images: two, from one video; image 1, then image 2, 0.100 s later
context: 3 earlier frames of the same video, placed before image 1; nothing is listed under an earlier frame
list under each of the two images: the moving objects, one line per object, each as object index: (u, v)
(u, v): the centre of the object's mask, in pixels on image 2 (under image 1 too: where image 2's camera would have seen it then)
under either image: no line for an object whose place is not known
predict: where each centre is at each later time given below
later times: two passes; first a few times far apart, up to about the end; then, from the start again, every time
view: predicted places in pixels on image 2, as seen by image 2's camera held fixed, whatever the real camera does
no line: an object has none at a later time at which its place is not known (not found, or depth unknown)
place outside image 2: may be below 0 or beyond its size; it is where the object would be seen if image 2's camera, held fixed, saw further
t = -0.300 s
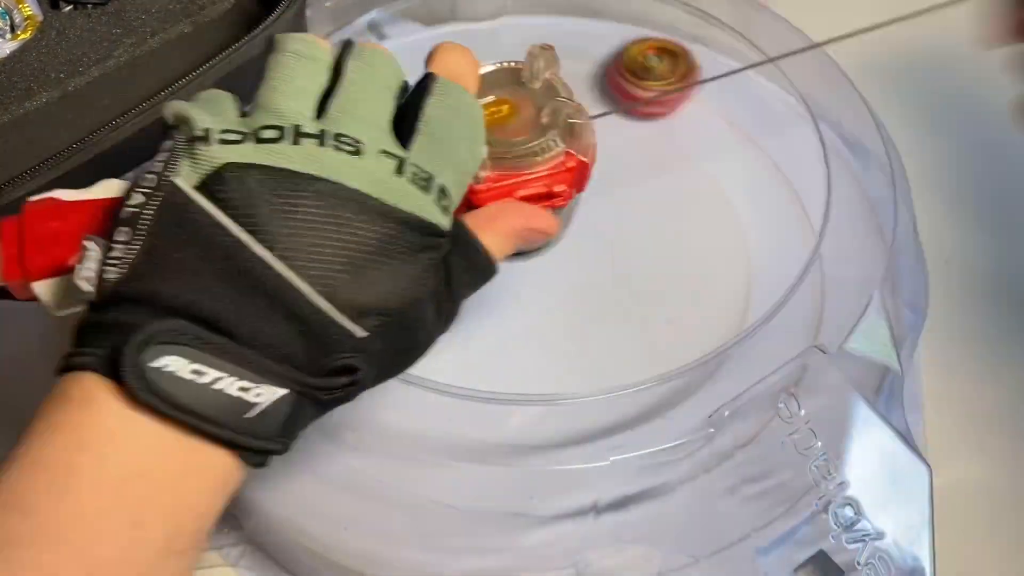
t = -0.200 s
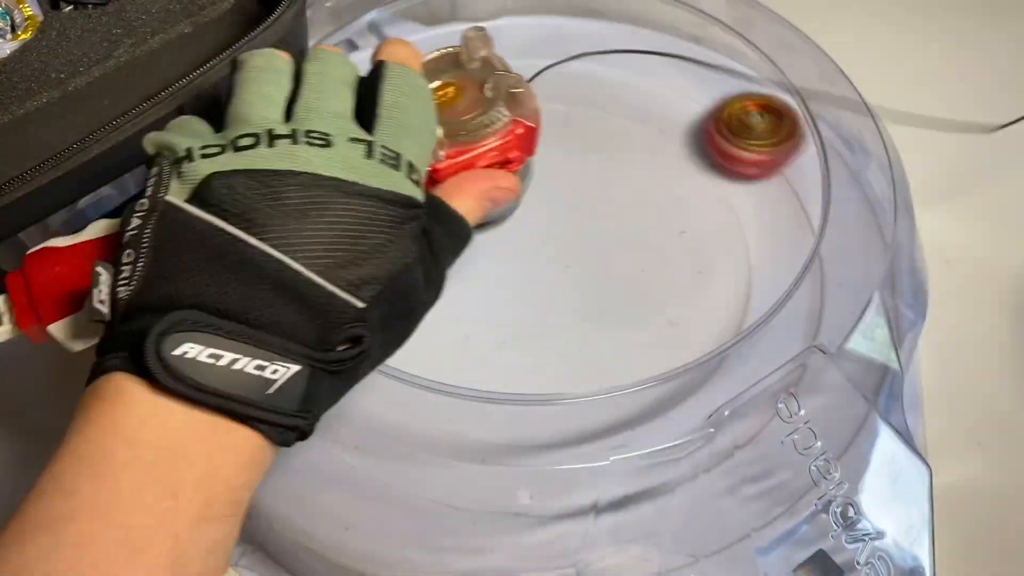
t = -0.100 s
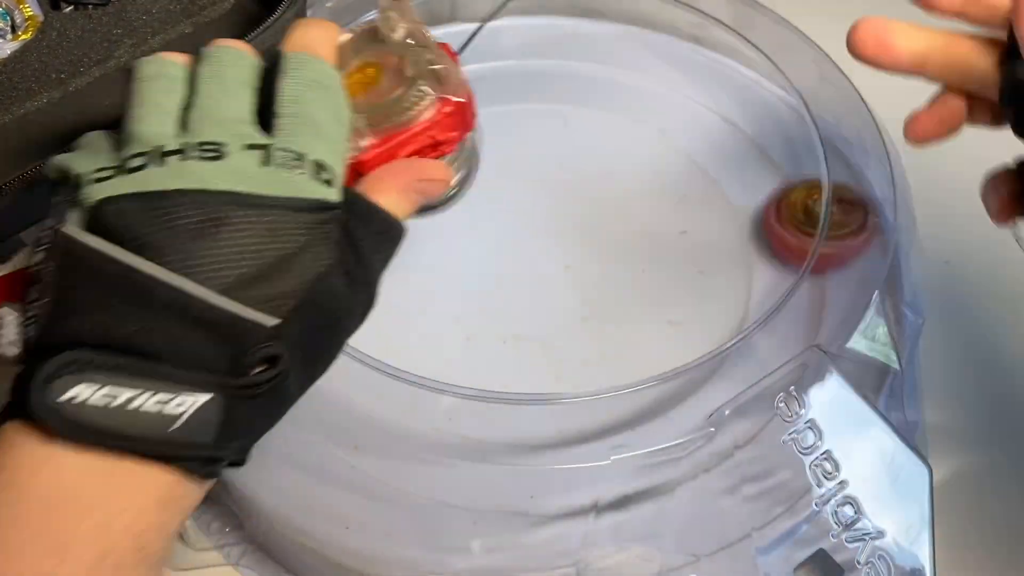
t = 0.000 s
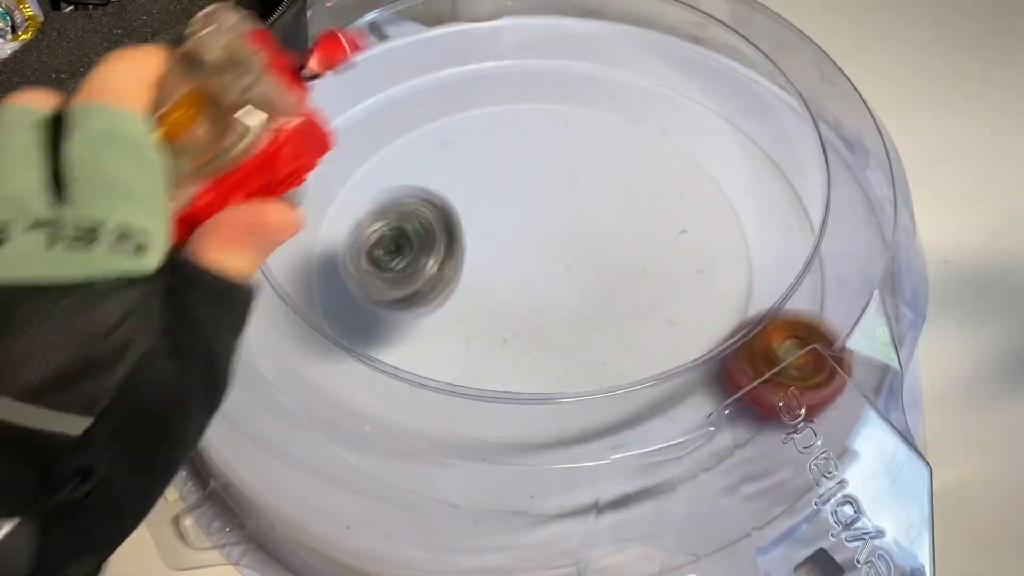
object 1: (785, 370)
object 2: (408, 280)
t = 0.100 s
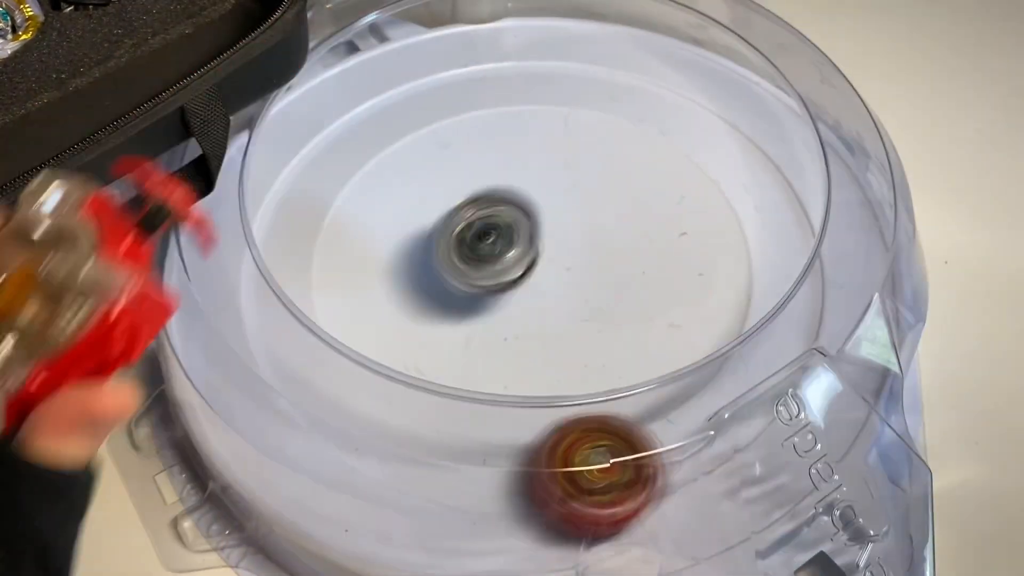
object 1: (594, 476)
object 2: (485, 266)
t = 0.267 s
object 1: (256, 313)
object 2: (642, 168)
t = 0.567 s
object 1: (656, 62)
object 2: (647, 200)
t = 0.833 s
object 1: (658, 459)
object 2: (445, 295)
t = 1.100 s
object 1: (271, 173)
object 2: (492, 343)
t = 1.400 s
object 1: (753, 123)
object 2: (556, 254)
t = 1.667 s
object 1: (502, 479)
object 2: (484, 231)
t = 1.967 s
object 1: (393, 70)
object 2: (468, 277)
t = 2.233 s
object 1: (809, 200)
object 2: (531, 254)
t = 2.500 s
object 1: (379, 442)
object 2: (501, 229)
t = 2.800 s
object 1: (465, 47)
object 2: (542, 273)
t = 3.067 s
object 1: (822, 251)
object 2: (558, 251)
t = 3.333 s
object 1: (330, 413)
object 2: (518, 261)
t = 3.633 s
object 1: (485, 44)
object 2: (528, 294)
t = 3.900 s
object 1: (821, 260)
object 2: (517, 269)
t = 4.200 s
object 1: (296, 384)
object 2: (520, 259)
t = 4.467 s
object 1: (437, 53)
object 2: (516, 281)
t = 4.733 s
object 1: (802, 190)
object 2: (512, 241)
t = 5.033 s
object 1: (422, 461)
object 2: (546, 278)
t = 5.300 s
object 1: (319, 114)
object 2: (505, 266)
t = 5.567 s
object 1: (702, 83)
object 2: (556, 270)
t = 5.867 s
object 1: (681, 450)
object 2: (489, 274)
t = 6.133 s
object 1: (246, 268)
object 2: (555, 253)
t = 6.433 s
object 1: (556, 40)
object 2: (490, 272)
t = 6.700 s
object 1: (822, 245)
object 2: (546, 248)
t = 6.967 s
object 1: (449, 470)
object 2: (520, 291)
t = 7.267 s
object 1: (313, 121)
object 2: (538, 243)
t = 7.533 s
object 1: (662, 62)
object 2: (523, 295)
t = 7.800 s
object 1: (800, 334)
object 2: (522, 247)
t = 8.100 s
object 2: (531, 293)
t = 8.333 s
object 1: (317, 115)
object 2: (500, 253)
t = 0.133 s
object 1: (506, 479)
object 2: (525, 225)
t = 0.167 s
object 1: (422, 460)
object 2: (559, 191)
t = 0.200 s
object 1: (344, 425)
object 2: (593, 182)
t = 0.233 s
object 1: (286, 376)
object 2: (622, 179)
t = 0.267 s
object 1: (256, 313)
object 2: (642, 168)
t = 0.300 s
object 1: (250, 251)
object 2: (664, 142)
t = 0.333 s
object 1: (262, 193)
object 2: (675, 134)
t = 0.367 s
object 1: (297, 142)
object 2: (689, 136)
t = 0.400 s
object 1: (339, 99)
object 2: (694, 153)
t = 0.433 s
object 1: (397, 67)
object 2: (697, 148)
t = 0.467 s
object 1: (460, 47)
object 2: (690, 156)
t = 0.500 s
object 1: (530, 40)
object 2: (682, 173)
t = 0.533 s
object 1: (593, 46)
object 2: (666, 192)
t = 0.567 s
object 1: (656, 62)
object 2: (647, 200)
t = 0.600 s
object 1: (711, 90)
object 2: (625, 209)
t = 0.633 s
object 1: (758, 127)
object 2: (597, 225)
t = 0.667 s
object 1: (795, 177)
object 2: (564, 234)
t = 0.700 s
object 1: (816, 237)
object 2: (537, 244)
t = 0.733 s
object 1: (814, 300)
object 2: (509, 258)
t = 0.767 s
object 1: (780, 357)
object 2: (485, 271)
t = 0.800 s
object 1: (727, 418)
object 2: (463, 278)
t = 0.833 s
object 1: (658, 459)
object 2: (445, 295)
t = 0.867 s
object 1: (567, 477)
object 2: (431, 304)
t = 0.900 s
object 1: (476, 474)
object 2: (428, 308)
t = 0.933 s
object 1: (392, 448)
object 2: (427, 317)
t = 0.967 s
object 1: (322, 407)
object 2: (430, 325)
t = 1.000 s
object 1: (272, 350)
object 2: (439, 331)
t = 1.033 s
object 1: (251, 288)
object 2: (453, 334)
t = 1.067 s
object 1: (248, 226)
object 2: (474, 333)
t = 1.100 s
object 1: (271, 173)
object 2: (492, 343)
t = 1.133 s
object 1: (306, 128)
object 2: (510, 332)
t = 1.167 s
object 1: (350, 90)
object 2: (530, 325)
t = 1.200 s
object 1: (407, 64)
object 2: (546, 313)
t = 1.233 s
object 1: (465, 47)
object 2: (564, 304)
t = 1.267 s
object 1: (529, 41)
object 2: (565, 297)
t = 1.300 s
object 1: (591, 47)
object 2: (573, 278)
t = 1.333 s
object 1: (652, 61)
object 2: (566, 272)
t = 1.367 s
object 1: (708, 88)
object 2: (562, 254)
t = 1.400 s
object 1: (753, 123)
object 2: (556, 254)
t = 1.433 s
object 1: (783, 171)
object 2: (549, 236)
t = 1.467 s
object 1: (815, 223)
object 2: (543, 232)
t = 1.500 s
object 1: (819, 284)
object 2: (534, 230)
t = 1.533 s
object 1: (794, 342)
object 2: (529, 223)
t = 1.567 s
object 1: (741, 402)
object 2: (519, 226)
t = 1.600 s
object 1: (684, 448)
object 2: (506, 223)
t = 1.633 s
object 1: (595, 477)
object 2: (496, 225)
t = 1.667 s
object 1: (502, 479)
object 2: (484, 231)
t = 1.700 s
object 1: (414, 459)
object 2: (475, 232)
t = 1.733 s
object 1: (339, 420)
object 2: (474, 238)
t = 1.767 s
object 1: (281, 367)
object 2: (461, 242)
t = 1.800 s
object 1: (255, 306)
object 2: (456, 245)
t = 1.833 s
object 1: (247, 243)
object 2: (459, 252)
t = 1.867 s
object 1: (264, 187)
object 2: (458, 260)
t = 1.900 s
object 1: (299, 140)
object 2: (464, 268)
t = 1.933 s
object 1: (339, 98)
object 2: (468, 278)
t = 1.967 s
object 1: (393, 70)
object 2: (468, 277)
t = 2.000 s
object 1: (450, 50)
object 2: (479, 278)
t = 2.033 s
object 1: (512, 43)
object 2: (490, 284)
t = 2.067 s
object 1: (572, 43)
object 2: (493, 281)
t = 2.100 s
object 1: (635, 57)
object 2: (502, 278)
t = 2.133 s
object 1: (691, 78)
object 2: (509, 280)
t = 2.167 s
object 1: (740, 109)
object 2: (512, 273)
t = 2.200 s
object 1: (779, 151)
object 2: (522, 263)
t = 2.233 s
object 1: (809, 200)
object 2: (531, 254)
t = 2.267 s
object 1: (820, 257)
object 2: (532, 242)
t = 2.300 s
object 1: (808, 314)
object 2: (531, 231)
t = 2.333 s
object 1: (770, 376)
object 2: (532, 221)
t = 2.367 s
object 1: (713, 428)
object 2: (525, 222)
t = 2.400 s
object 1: (642, 465)
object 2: (515, 219)
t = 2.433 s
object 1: (552, 480)
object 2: (510, 219)
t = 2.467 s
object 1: (460, 471)
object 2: (505, 228)
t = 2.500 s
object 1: (379, 442)
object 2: (501, 229)
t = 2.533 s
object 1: (312, 399)
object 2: (497, 240)
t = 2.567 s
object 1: (269, 342)
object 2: (499, 248)
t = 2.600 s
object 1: (250, 283)
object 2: (498, 254)
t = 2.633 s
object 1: (253, 223)
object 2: (497, 262)
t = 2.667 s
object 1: (274, 171)
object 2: (501, 262)
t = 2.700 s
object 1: (310, 127)
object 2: (510, 269)
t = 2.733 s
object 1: (353, 89)
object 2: (516, 270)
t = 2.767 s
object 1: (407, 65)
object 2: (527, 277)
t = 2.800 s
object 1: (465, 47)
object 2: (542, 273)
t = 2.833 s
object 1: (525, 41)
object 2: (558, 273)
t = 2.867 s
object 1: (584, 46)
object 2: (568, 270)
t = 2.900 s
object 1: (643, 56)
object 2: (571, 268)
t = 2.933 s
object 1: (695, 78)
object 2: (573, 262)
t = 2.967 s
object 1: (742, 110)
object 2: (573, 255)
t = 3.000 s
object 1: (775, 150)
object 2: (571, 256)
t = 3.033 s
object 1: (807, 196)
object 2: (565, 257)
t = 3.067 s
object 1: (822, 251)
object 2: (558, 251)
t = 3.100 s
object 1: (812, 307)
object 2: (552, 254)
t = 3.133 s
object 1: (780, 361)
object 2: (544, 254)
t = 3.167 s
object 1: (722, 419)
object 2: (535, 257)
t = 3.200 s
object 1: (660, 459)
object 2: (529, 257)
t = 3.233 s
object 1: (573, 476)
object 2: (525, 258)
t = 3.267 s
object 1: (484, 475)
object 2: (520, 257)
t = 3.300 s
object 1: (399, 450)
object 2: (520, 262)
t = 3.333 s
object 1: (330, 413)
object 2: (518, 261)
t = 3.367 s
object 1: (282, 361)
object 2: (526, 261)
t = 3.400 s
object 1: (255, 304)
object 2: (532, 263)
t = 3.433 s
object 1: (251, 248)
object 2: (533, 264)
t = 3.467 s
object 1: (265, 193)
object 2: (530, 277)
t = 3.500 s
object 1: (295, 148)
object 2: (527, 283)
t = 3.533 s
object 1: (327, 107)
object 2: (527, 288)
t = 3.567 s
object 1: (377, 77)
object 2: (529, 290)
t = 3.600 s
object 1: (429, 54)
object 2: (530, 291)
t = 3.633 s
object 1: (485, 44)
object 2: (528, 294)
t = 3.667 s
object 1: (544, 41)
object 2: (525, 288)
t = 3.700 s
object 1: (601, 47)
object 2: (525, 288)
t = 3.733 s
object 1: (658, 62)
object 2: (524, 285)
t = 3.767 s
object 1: (709, 85)
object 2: (528, 281)
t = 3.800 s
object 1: (751, 119)
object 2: (525, 274)
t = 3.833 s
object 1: (780, 159)
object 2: (525, 278)
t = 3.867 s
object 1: (808, 206)
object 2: (521, 273)
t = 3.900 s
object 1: (821, 260)
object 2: (517, 269)
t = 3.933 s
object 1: (807, 314)
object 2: (517, 265)
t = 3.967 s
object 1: (773, 364)
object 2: (517, 261)
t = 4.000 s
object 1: (723, 418)
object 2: (519, 247)
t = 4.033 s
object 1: (664, 458)
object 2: (518, 258)
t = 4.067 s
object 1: (584, 474)
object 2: (518, 259)
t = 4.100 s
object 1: (499, 477)
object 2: (515, 257)
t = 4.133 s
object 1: (422, 459)
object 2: (515, 256)
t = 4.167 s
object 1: (351, 426)
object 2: (516, 258)
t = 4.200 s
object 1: (296, 384)
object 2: (520, 259)
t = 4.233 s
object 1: (265, 332)
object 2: (524, 261)
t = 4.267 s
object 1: (247, 275)
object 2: (524, 265)
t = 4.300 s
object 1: (252, 223)
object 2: (525, 271)
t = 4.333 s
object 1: (271, 175)
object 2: (524, 274)
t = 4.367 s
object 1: (303, 134)
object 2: (525, 271)
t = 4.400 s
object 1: (339, 98)
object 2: (522, 272)
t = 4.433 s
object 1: (385, 71)
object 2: (520, 275)
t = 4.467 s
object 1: (437, 53)
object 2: (516, 281)
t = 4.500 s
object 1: (491, 43)
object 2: (513, 280)
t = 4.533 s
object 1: (547, 41)
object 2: (508, 279)
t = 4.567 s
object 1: (601, 47)
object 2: (502, 275)
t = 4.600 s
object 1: (651, 61)
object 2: (498, 271)
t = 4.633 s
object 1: (701, 83)
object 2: (496, 265)
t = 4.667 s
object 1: (743, 111)
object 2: (499, 252)
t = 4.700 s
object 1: (776, 149)
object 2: (504, 250)
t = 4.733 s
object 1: (802, 190)
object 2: (512, 241)
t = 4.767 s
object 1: (816, 238)
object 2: (521, 246)
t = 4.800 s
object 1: (816, 289)
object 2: (530, 247)
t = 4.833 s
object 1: (804, 338)
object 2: (540, 247)
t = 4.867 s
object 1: (755, 387)
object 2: (545, 258)
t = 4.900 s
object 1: (711, 430)
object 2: (551, 259)
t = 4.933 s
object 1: (652, 463)
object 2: (553, 263)
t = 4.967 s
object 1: (574, 479)
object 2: (553, 270)
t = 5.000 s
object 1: (498, 479)
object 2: (551, 270)
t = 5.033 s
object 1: (422, 461)
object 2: (546, 278)
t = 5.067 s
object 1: (355, 432)
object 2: (541, 275)
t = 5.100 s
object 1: (303, 393)
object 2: (534, 277)
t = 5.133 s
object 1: (265, 342)
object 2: (527, 278)
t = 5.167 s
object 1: (250, 291)
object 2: (523, 284)
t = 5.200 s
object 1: (247, 239)
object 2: (516, 282)
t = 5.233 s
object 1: (262, 193)
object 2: (510, 279)
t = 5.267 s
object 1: (288, 151)
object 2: (507, 270)
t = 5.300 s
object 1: (319, 114)
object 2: (505, 266)
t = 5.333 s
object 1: (361, 85)
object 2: (507, 261)
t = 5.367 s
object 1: (407, 63)
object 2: (512, 256)
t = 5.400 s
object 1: (456, 49)
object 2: (518, 252)
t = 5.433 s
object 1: (508, 42)
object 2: (527, 250)
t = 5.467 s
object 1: (559, 41)
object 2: (537, 252)
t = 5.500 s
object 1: (610, 50)
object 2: (546, 256)
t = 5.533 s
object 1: (661, 63)
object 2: (552, 263)
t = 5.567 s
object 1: (702, 83)
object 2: (556, 270)
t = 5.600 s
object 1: (743, 110)
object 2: (557, 279)
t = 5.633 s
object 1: (771, 143)
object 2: (553, 289)
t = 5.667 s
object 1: (799, 179)
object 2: (546, 292)
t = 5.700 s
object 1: (815, 225)
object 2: (535, 298)
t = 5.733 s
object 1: (822, 270)
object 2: (522, 300)
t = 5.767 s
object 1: (815, 323)
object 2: (511, 299)
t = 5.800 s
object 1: (778, 361)
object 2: (499, 294)
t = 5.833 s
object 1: (731, 412)
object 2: (492, 285)
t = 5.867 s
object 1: (681, 450)
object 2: (489, 274)
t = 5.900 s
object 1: (612, 473)
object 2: (492, 264)
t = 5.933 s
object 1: (533, 484)
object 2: (498, 254)
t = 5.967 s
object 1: (454, 472)
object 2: (508, 248)
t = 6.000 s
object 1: (386, 447)
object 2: (521, 248)
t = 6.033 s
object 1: (328, 413)
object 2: (531, 242)
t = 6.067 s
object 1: (283, 369)
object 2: (542, 245)
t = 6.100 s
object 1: (258, 319)
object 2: (549, 249)
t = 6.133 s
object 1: (246, 268)
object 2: (555, 253)
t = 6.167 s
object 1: (252, 220)
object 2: (552, 264)
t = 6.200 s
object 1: (270, 179)
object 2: (547, 271)
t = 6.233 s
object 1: (299, 141)
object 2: (543, 273)
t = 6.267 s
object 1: (328, 106)
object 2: (534, 275)
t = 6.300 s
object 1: (369, 80)
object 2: (524, 277)
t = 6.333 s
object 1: (413, 61)
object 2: (512, 280)
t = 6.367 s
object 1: (459, 49)
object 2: (502, 280)
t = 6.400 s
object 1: (508, 41)
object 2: (493, 274)
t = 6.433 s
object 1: (556, 40)
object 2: (490, 272)
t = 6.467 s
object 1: (603, 47)
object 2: (490, 262)
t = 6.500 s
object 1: (649, 59)
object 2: (488, 246)
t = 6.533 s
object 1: (692, 77)
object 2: (492, 234)
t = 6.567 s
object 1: (731, 100)
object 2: (501, 230)
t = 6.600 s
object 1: (762, 129)
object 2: (511, 226)
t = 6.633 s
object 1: (782, 164)
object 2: (523, 225)
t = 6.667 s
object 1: (811, 201)
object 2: (531, 242)
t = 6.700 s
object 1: (822, 245)
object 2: (546, 248)
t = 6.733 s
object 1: (817, 291)
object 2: (554, 248)
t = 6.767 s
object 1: (799, 334)
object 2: (560, 255)
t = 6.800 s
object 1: (761, 380)
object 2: (559, 266)
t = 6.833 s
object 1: (717, 425)
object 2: (552, 276)
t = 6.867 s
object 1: (663, 458)
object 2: (544, 285)
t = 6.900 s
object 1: (591, 478)
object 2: (538, 289)
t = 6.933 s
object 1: (521, 480)
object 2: (527, 296)
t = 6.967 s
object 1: (449, 470)
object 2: (520, 291)
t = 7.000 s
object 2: (515, 289)
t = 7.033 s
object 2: (507, 273)
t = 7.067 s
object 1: (284, 375)
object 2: (500, 278)
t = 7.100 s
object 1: (259, 327)
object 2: (502, 269)
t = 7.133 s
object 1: (248, 280)
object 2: (504, 260)
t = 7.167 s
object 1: (248, 233)
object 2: (515, 251)
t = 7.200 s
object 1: (262, 193)
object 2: (523, 240)
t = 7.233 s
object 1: (283, 154)
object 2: (530, 237)
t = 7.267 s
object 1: (313, 121)
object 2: (538, 243)
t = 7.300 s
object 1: (347, 92)
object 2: (545, 246)
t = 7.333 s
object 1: (389, 70)
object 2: (553, 256)
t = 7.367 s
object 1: (433, 54)
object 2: (556, 262)
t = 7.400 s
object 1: (479, 44)
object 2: (556, 267)
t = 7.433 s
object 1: (525, 40)
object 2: (544, 283)
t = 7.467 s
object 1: (573, 42)
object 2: (539, 287)
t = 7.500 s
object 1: (619, 49)
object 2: (530, 293)
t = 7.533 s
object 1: (662, 62)
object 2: (523, 295)
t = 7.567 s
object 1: (702, 81)
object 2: (514, 283)
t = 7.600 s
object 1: (737, 104)
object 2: (502, 292)
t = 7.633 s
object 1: (766, 134)
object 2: (496, 276)
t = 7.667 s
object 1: (784, 168)
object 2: (497, 272)
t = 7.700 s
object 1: (810, 204)
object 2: (496, 262)
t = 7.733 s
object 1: (821, 247)
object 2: (499, 257)
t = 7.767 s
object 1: (816, 292)
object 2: (508, 249)
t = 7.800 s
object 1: (800, 334)
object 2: (522, 247)
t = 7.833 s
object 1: (761, 379)
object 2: (529, 246)
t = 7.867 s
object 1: (720, 421)
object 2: (534, 249)
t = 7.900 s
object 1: (671, 455)
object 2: (543, 248)
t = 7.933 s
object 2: (552, 258)
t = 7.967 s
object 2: (555, 263)
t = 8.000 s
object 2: (546, 278)
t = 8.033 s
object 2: (545, 282)
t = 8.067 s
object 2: (542, 290)
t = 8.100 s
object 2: (531, 293)
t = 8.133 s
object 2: (522, 296)
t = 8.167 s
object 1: (252, 309)
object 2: (517, 293)
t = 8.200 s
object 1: (244, 265)
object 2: (513, 290)
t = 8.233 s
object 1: (249, 221)
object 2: (503, 287)
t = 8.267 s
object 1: (266, 182)
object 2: (500, 273)
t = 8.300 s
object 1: (294, 147)
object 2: (502, 259)
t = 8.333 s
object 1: (317, 115)
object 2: (500, 253)
